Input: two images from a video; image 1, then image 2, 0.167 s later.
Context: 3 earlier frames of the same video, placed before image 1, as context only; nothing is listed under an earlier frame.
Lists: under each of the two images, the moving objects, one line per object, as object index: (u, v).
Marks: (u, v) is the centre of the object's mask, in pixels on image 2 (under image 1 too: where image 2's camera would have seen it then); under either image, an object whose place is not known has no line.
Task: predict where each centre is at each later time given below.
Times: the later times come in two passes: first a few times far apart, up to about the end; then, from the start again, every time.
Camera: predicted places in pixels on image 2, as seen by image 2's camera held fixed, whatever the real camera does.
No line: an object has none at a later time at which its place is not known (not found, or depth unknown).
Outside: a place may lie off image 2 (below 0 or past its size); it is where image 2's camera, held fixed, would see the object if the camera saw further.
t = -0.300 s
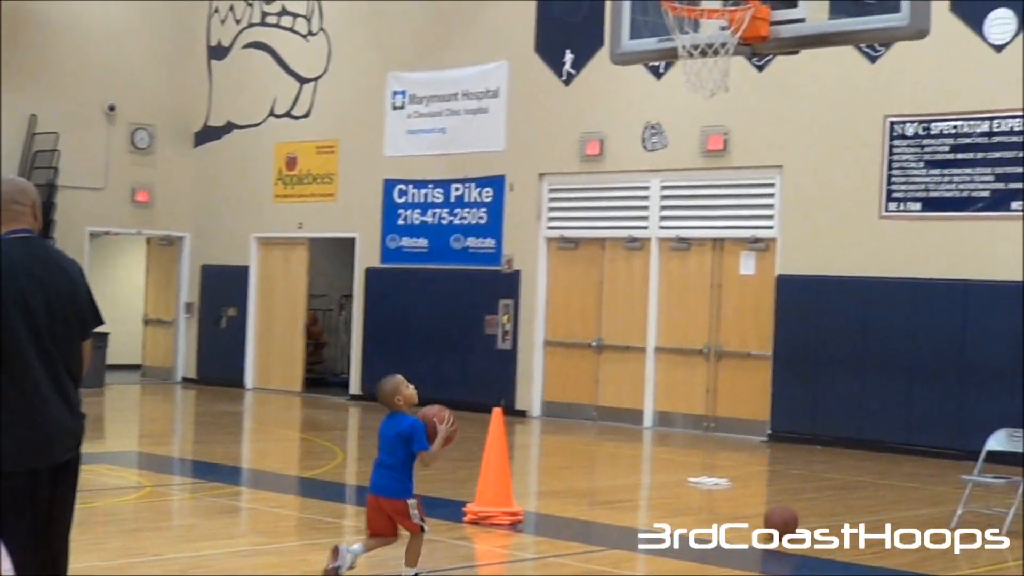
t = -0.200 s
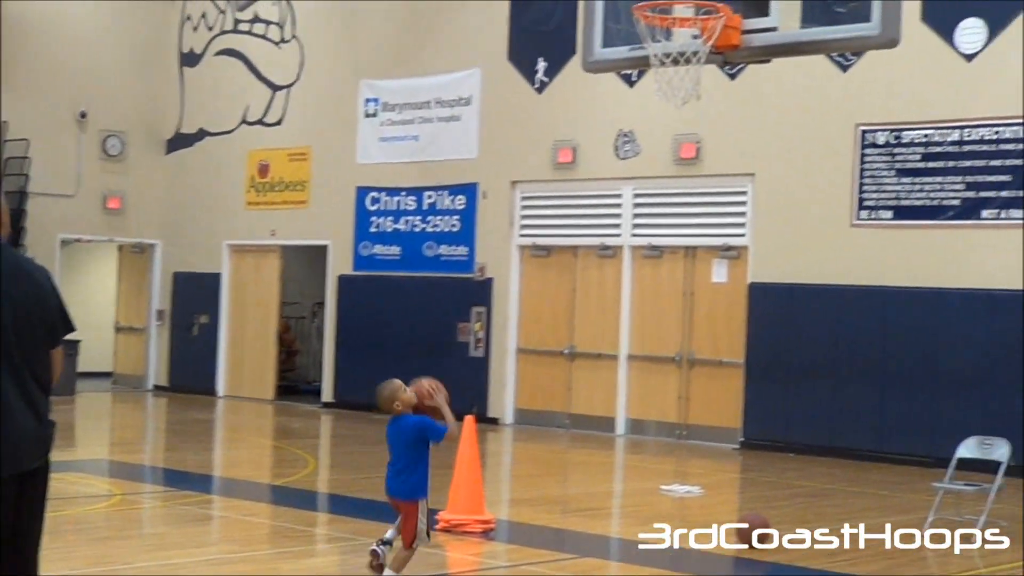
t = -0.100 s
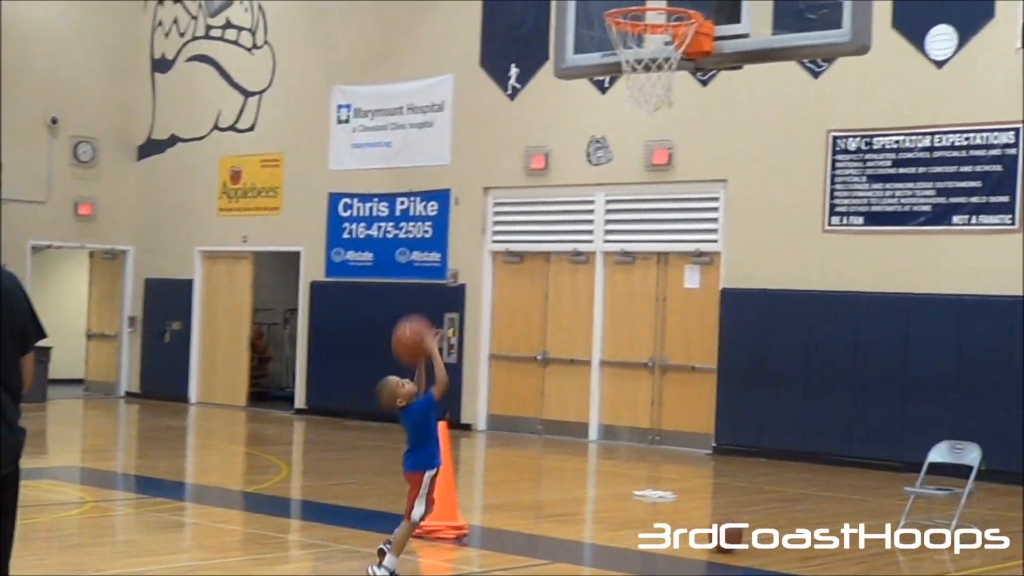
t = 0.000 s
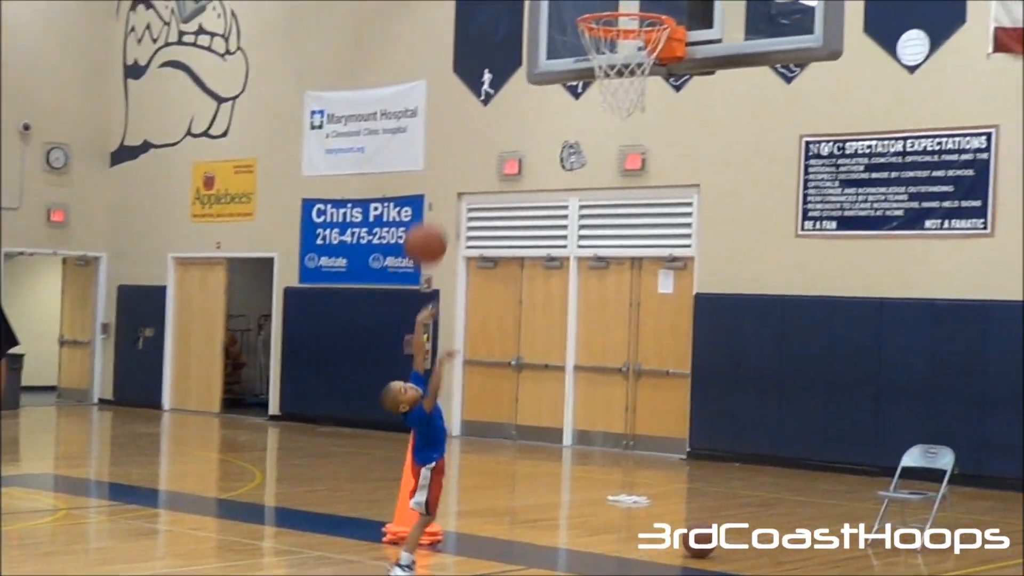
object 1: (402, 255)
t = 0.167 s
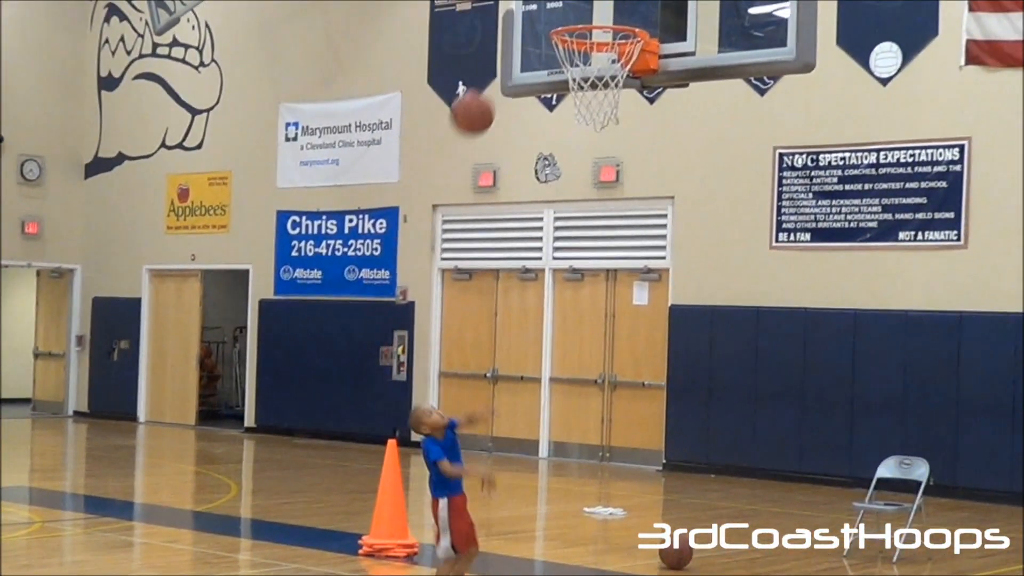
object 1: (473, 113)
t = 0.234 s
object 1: (500, 71)
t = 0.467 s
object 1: (598, -9)
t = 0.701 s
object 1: (607, 8)
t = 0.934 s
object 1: (600, 111)
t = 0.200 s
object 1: (486, 90)
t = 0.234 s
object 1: (500, 71)
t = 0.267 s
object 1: (515, 52)
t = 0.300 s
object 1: (530, 36)
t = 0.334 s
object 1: (542, 21)
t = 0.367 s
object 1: (558, 8)
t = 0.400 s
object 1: (572, 1)
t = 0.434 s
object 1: (587, -5)
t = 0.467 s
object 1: (598, -9)
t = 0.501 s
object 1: (600, -11)
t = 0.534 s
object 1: (600, -11)
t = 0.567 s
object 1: (602, -11)
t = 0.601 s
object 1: (604, -9)
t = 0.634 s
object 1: (605, -6)
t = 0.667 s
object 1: (606, 1)
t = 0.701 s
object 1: (607, 8)
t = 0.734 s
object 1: (607, 21)
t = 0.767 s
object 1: (610, 41)
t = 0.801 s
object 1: (610, 55)
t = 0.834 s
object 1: (609, 70)
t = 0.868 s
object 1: (606, 84)
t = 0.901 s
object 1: (603, 97)
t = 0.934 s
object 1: (600, 111)
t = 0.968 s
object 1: (597, 127)
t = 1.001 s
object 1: (594, 146)
